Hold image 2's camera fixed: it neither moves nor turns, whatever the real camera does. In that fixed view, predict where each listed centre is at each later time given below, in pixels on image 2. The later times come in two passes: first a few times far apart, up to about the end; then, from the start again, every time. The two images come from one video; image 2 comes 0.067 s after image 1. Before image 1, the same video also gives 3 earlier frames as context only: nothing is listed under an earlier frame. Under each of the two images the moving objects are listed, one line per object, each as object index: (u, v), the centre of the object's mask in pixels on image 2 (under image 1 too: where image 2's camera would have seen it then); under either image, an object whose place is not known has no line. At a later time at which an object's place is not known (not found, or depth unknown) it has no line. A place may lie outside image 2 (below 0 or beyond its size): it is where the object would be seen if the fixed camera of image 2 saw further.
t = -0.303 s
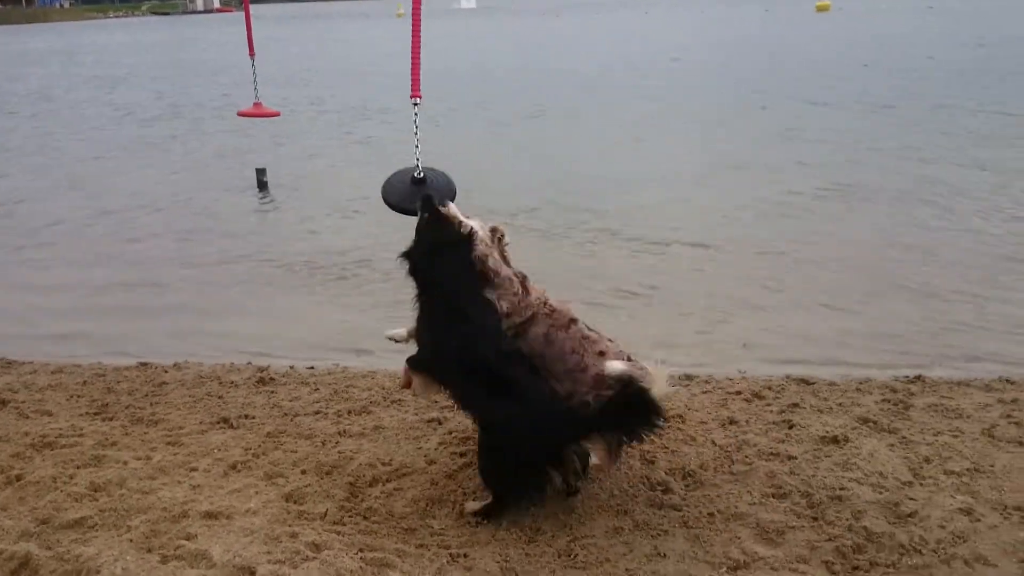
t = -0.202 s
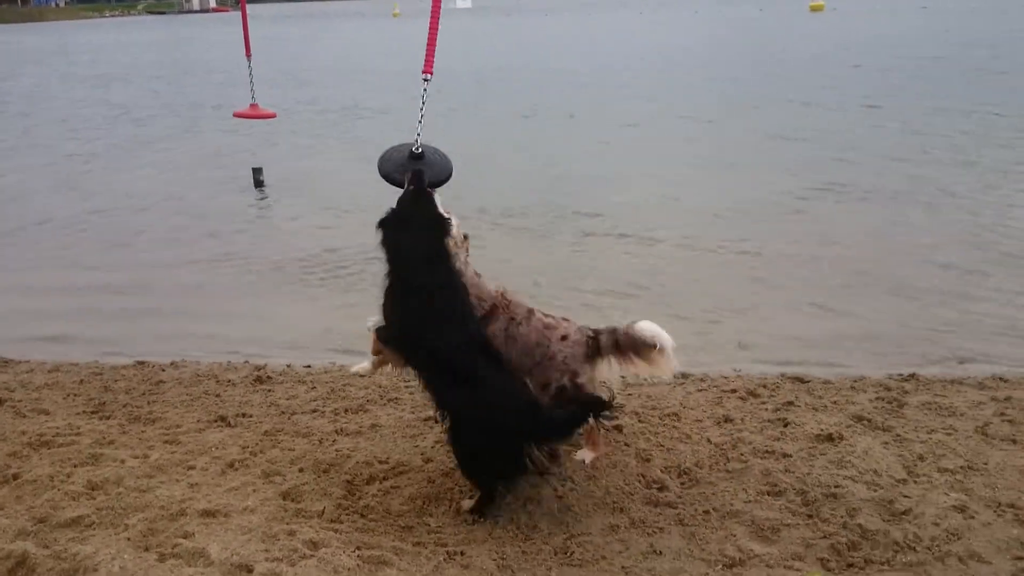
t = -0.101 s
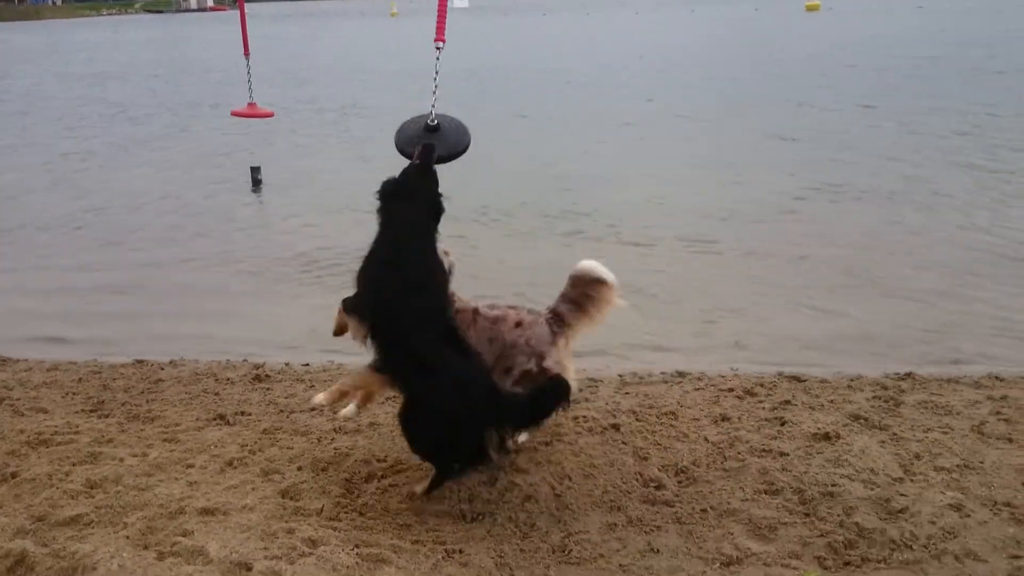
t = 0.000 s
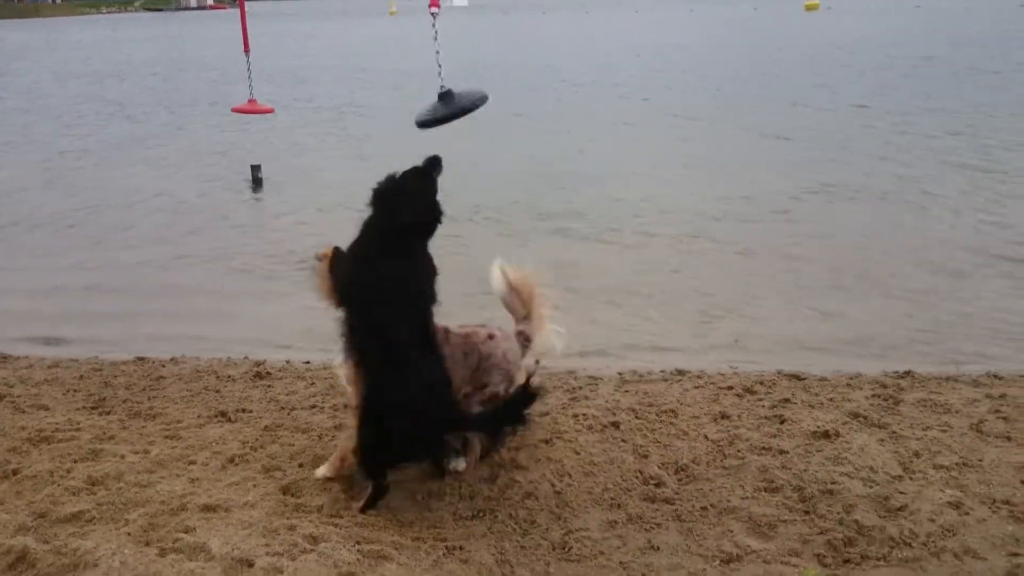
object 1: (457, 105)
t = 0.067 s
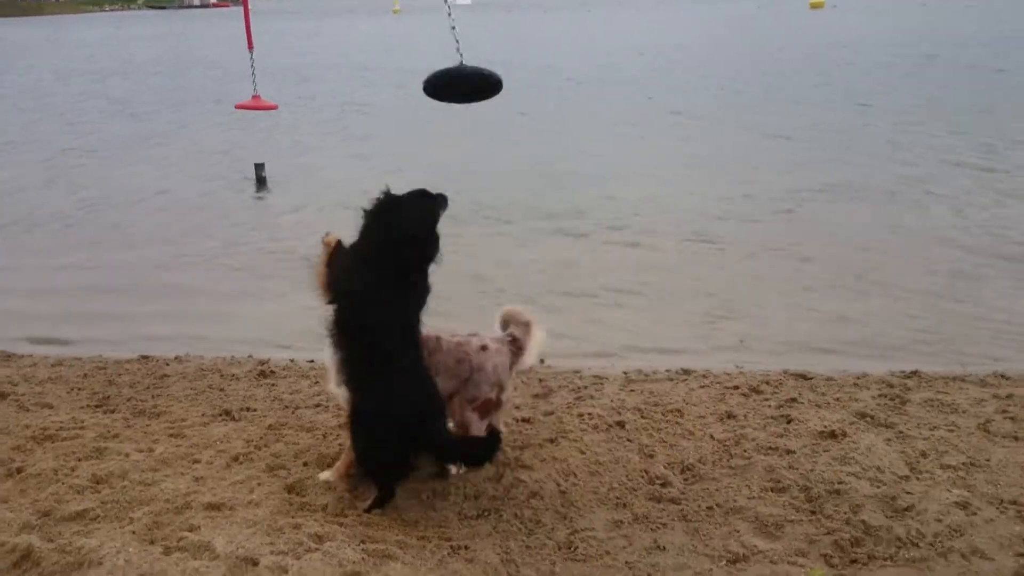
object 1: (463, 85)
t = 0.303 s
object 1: (475, 21)
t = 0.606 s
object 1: (497, 48)
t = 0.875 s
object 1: (518, 120)
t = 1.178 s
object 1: (472, 102)
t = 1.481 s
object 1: (442, 65)
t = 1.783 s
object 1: (423, 55)
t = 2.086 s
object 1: (411, 113)
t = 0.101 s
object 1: (464, 71)
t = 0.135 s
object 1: (465, 58)
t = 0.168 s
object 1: (466, 47)
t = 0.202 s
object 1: (468, 37)
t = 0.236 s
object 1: (471, 29)
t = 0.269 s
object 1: (473, 24)
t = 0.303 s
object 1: (475, 21)
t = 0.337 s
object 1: (476, 21)
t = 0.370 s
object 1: (479, 20)
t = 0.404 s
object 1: (480, 20)
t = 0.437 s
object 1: (482, 21)
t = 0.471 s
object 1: (484, 22)
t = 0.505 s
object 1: (488, 24)
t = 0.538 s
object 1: (491, 28)
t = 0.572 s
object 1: (493, 36)
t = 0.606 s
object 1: (497, 48)
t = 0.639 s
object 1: (501, 60)
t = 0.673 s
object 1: (505, 72)
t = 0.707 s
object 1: (509, 85)
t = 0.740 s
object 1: (512, 96)
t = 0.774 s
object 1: (515, 107)
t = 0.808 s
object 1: (515, 113)
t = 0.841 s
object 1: (517, 117)
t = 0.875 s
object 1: (518, 120)
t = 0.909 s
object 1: (516, 120)
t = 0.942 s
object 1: (512, 119)
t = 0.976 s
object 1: (508, 118)
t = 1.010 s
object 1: (503, 118)
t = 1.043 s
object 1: (497, 118)
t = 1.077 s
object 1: (490, 116)
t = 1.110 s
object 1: (483, 111)
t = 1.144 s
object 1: (477, 106)
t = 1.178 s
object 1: (472, 102)
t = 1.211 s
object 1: (468, 97)
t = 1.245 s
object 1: (464, 93)
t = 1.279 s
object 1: (461, 87)
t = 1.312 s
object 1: (459, 82)
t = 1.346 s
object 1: (456, 76)
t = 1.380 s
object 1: (453, 73)
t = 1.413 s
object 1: (449, 70)
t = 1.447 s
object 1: (445, 68)
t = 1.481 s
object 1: (442, 65)
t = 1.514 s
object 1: (439, 61)
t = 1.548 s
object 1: (436, 57)
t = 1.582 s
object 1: (434, 53)
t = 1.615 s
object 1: (432, 51)
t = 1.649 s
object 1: (430, 50)
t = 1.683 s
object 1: (428, 50)
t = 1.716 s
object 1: (426, 51)
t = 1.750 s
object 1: (425, 52)
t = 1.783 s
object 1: (423, 55)
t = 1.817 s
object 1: (422, 56)
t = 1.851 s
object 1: (420, 61)
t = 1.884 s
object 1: (419, 66)
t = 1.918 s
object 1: (417, 74)
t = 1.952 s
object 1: (416, 82)
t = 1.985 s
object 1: (414, 91)
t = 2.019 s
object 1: (412, 100)
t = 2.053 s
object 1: (411, 107)
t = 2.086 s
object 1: (411, 113)
